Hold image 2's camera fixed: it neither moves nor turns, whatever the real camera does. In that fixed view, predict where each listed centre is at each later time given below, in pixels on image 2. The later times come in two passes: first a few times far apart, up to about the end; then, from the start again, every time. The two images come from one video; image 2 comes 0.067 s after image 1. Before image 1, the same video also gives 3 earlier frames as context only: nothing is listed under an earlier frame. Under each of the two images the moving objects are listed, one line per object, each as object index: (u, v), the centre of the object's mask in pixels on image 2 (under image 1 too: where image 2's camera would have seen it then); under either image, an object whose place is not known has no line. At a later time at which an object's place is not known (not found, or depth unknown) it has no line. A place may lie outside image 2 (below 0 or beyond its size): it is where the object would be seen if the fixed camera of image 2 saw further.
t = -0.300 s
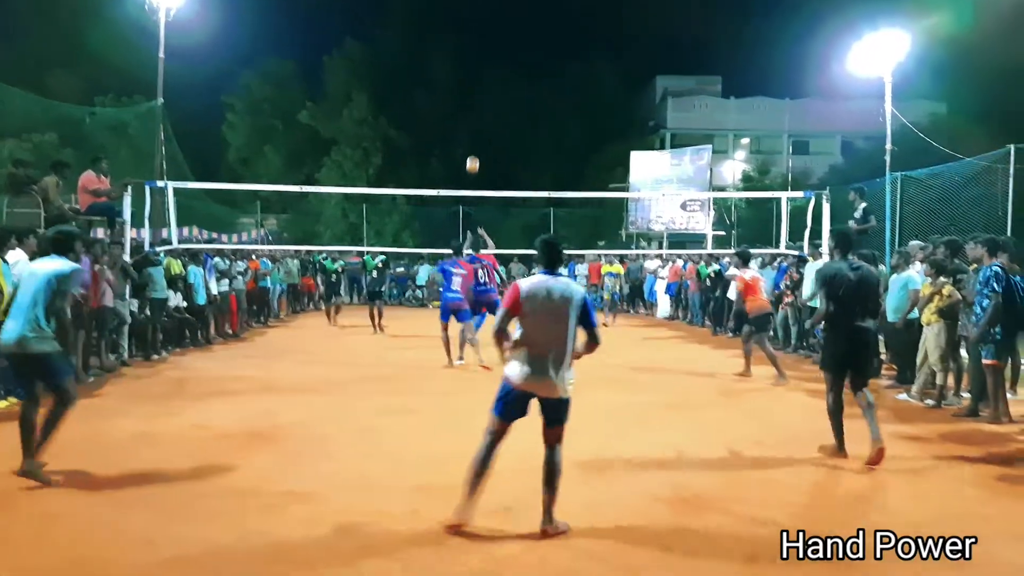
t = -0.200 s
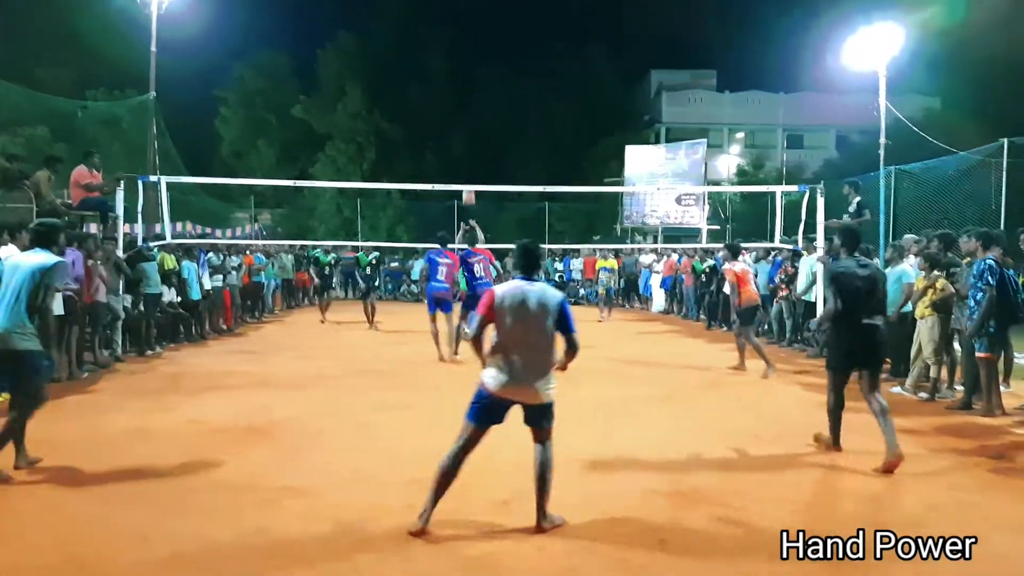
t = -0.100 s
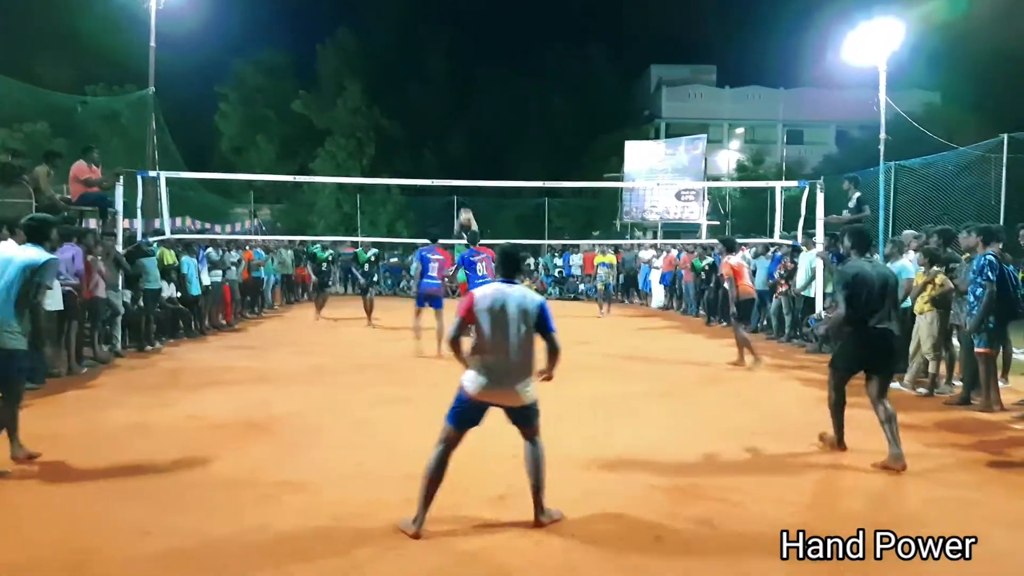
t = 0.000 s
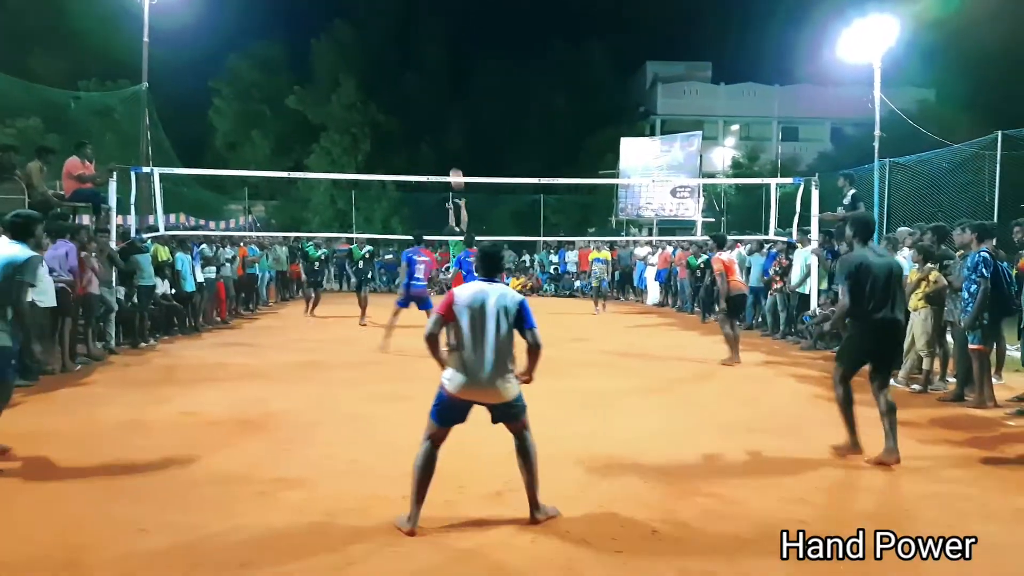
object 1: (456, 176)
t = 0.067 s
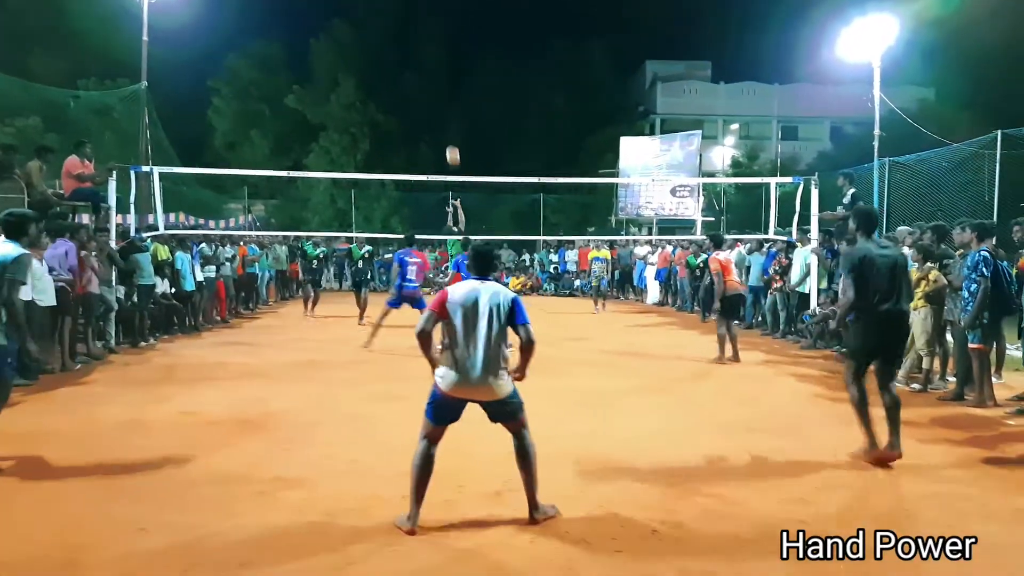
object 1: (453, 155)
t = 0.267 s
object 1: (441, 104)
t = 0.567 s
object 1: (425, 69)
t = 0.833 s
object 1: (410, 85)
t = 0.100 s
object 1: (451, 145)
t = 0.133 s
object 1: (449, 136)
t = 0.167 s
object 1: (447, 127)
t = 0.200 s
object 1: (445, 119)
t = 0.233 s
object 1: (443, 111)
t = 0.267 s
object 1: (441, 104)
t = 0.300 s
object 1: (439, 97)
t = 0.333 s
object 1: (437, 91)
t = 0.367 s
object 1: (436, 86)
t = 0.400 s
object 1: (434, 81)
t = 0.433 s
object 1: (432, 78)
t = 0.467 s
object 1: (430, 74)
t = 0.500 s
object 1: (428, 72)
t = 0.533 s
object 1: (426, 70)
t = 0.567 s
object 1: (425, 69)
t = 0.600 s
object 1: (423, 68)
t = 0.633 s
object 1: (421, 69)
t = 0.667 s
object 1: (419, 70)
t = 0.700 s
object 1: (417, 71)
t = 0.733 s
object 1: (415, 74)
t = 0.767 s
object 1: (413, 77)
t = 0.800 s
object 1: (411, 80)
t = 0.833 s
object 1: (410, 85)
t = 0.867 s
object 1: (408, 90)
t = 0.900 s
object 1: (406, 96)
